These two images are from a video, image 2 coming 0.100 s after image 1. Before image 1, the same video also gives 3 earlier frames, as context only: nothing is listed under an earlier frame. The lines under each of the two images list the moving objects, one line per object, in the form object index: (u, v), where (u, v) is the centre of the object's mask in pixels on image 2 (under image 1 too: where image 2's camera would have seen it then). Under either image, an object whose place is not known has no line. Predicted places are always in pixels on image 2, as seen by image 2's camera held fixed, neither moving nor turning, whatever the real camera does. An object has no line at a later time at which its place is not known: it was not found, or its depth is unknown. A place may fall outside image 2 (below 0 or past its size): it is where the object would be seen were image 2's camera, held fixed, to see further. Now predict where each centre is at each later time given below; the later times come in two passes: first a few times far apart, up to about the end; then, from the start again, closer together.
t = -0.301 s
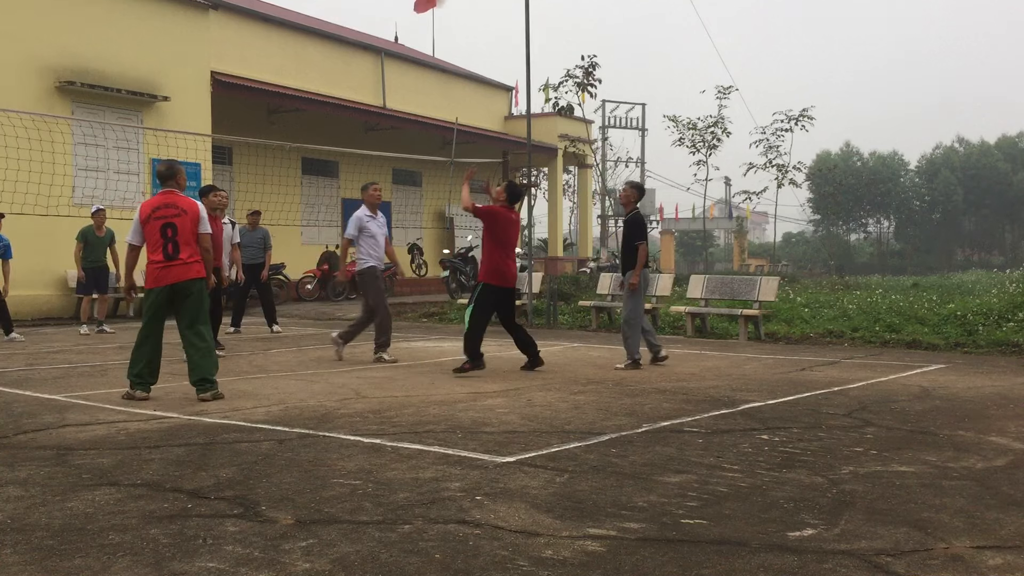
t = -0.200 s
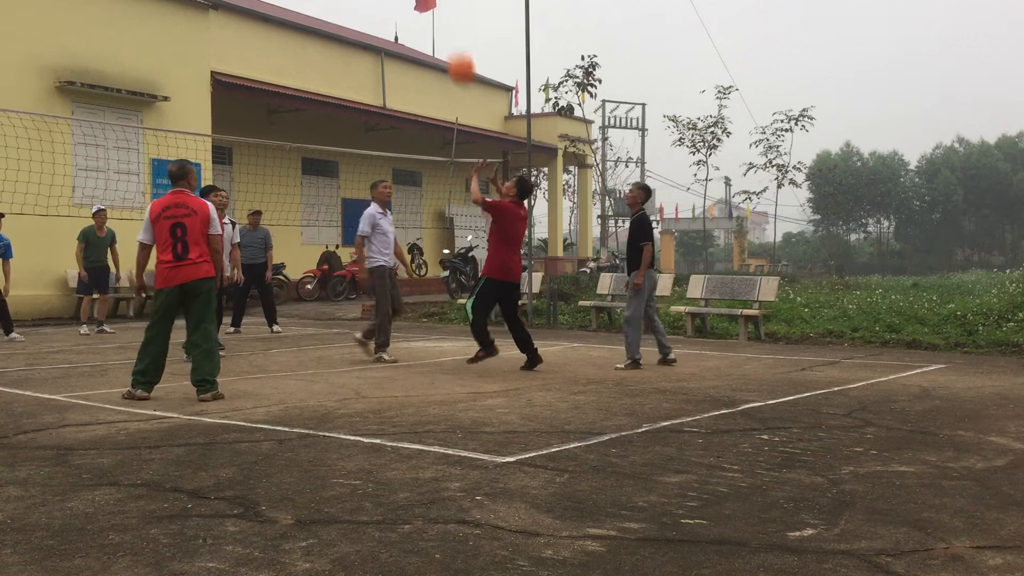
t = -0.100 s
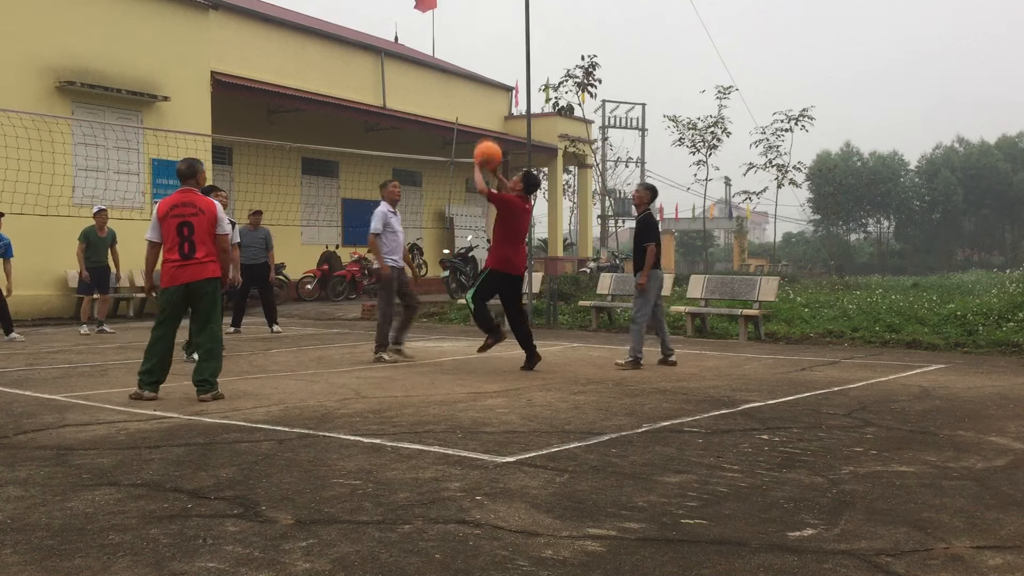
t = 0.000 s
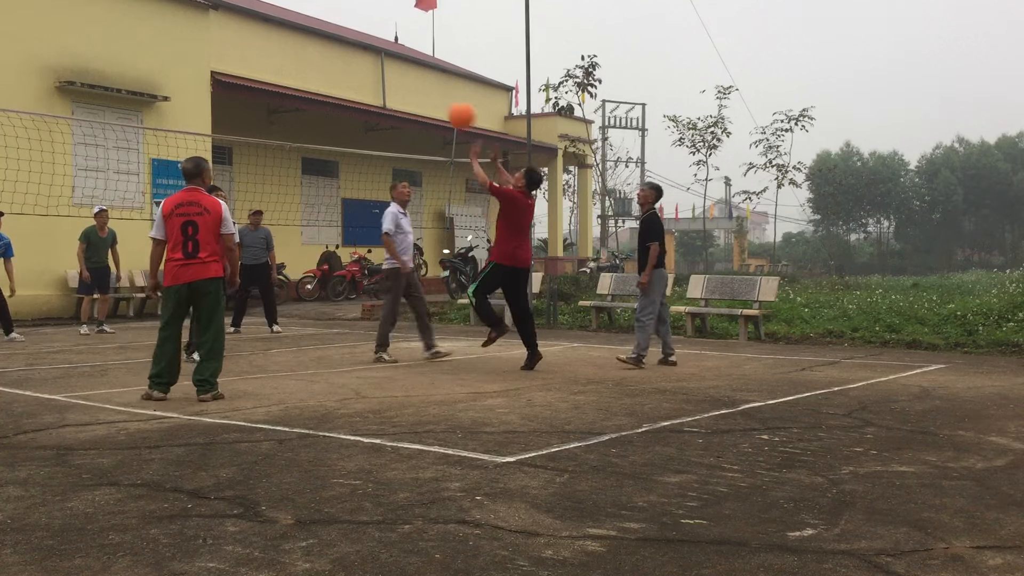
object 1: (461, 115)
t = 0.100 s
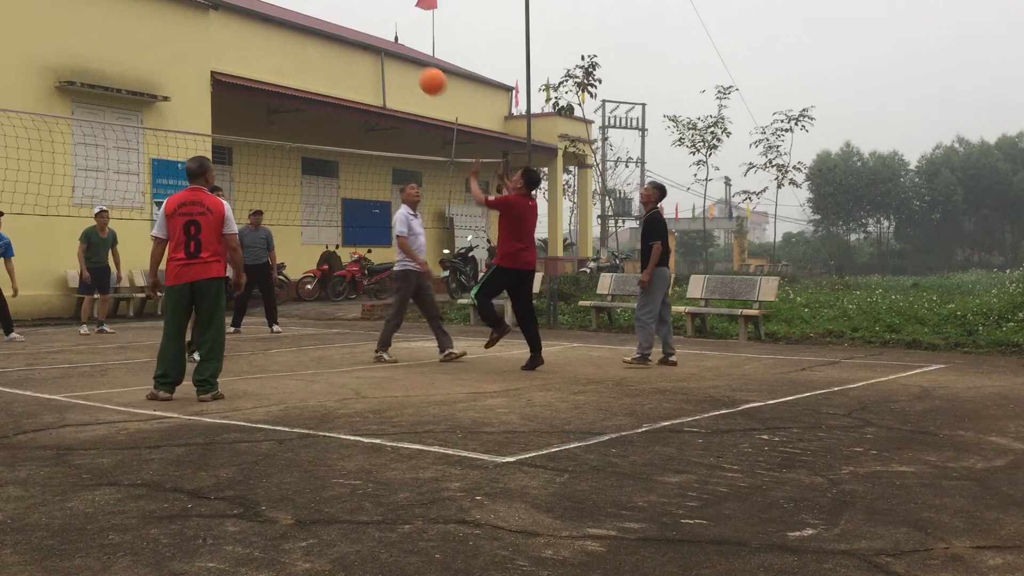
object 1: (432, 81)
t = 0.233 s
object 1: (396, 56)
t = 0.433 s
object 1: (344, 54)
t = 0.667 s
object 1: (287, 106)
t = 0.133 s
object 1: (423, 73)
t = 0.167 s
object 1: (414, 65)
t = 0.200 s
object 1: (405, 60)
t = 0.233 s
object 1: (396, 56)
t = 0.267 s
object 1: (387, 52)
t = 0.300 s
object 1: (378, 50)
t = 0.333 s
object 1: (370, 49)
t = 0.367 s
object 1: (361, 49)
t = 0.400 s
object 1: (353, 51)
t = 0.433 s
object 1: (344, 54)
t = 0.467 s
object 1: (335, 58)
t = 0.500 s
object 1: (327, 63)
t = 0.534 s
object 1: (319, 70)
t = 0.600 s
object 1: (302, 86)
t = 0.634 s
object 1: (294, 97)
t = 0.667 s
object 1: (287, 106)
